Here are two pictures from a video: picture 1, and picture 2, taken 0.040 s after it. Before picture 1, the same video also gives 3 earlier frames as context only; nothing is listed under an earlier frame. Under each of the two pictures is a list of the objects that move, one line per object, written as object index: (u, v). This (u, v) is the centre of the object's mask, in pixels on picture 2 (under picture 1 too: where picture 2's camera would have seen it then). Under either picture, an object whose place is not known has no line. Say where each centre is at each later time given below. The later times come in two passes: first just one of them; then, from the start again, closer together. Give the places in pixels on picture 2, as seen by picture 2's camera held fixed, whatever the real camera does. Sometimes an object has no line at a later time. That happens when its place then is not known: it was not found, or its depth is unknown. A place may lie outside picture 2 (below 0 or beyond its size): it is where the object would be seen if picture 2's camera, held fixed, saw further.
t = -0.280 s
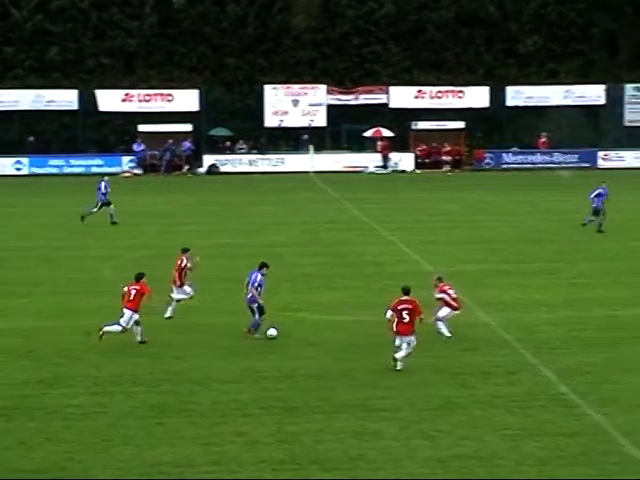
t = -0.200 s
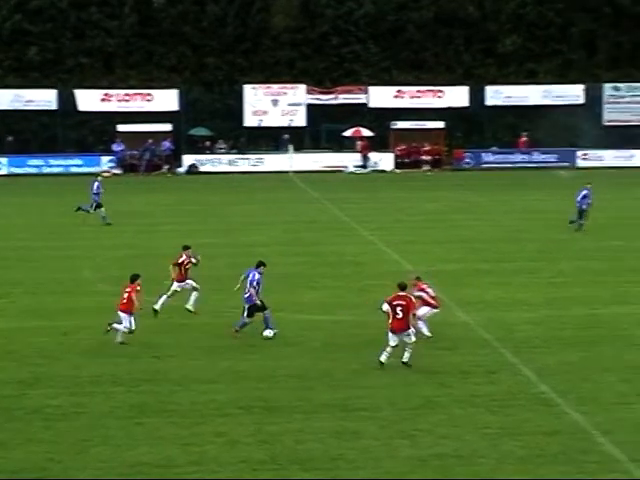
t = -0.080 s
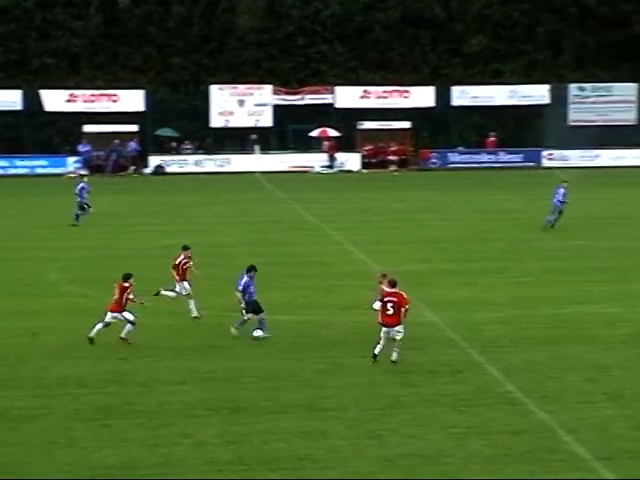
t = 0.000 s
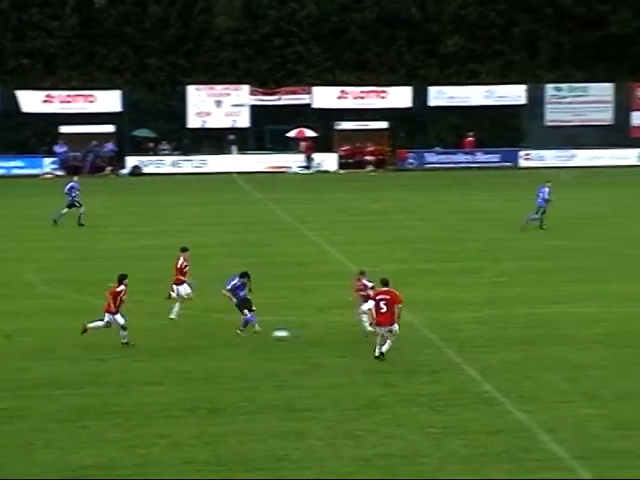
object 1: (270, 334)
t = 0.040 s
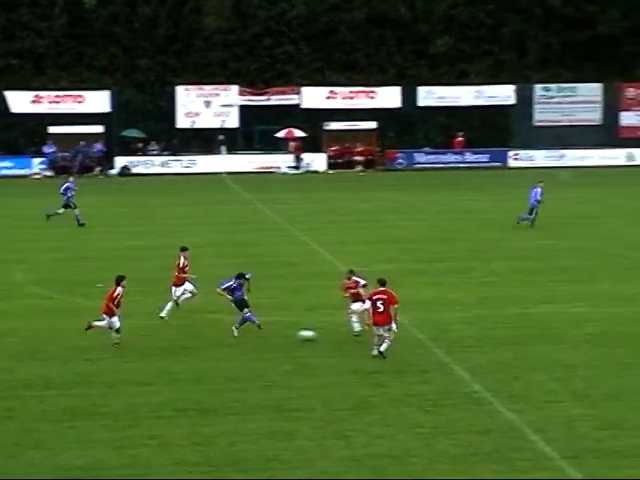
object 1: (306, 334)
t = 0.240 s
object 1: (481, 335)
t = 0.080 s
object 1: (341, 333)
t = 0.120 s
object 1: (377, 334)
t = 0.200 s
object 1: (448, 335)
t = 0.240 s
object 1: (481, 335)
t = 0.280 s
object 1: (513, 335)
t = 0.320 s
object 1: (546, 335)
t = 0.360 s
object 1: (579, 337)
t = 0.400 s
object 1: (609, 336)
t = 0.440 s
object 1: (639, 337)
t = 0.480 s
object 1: (667, 337)
